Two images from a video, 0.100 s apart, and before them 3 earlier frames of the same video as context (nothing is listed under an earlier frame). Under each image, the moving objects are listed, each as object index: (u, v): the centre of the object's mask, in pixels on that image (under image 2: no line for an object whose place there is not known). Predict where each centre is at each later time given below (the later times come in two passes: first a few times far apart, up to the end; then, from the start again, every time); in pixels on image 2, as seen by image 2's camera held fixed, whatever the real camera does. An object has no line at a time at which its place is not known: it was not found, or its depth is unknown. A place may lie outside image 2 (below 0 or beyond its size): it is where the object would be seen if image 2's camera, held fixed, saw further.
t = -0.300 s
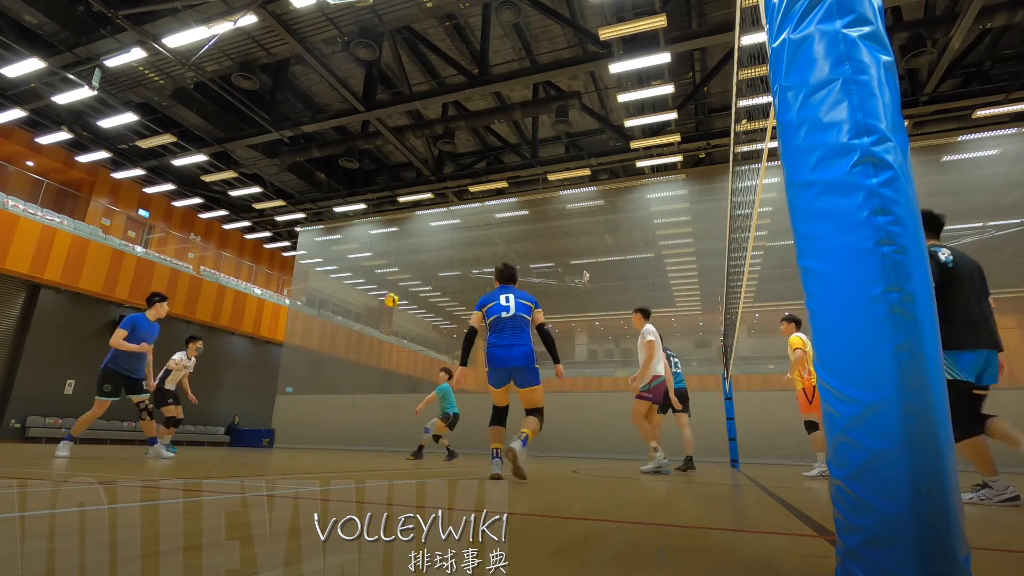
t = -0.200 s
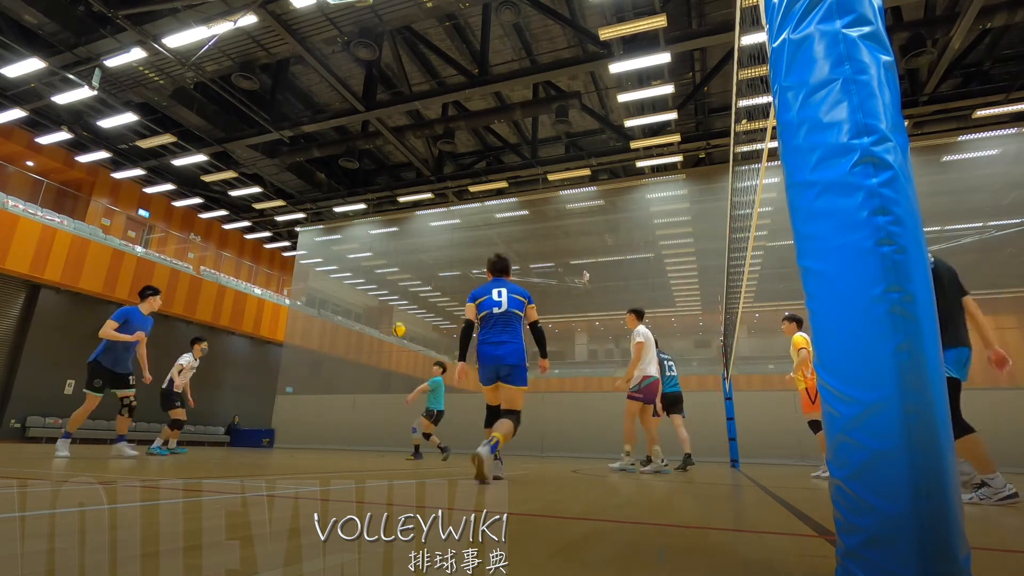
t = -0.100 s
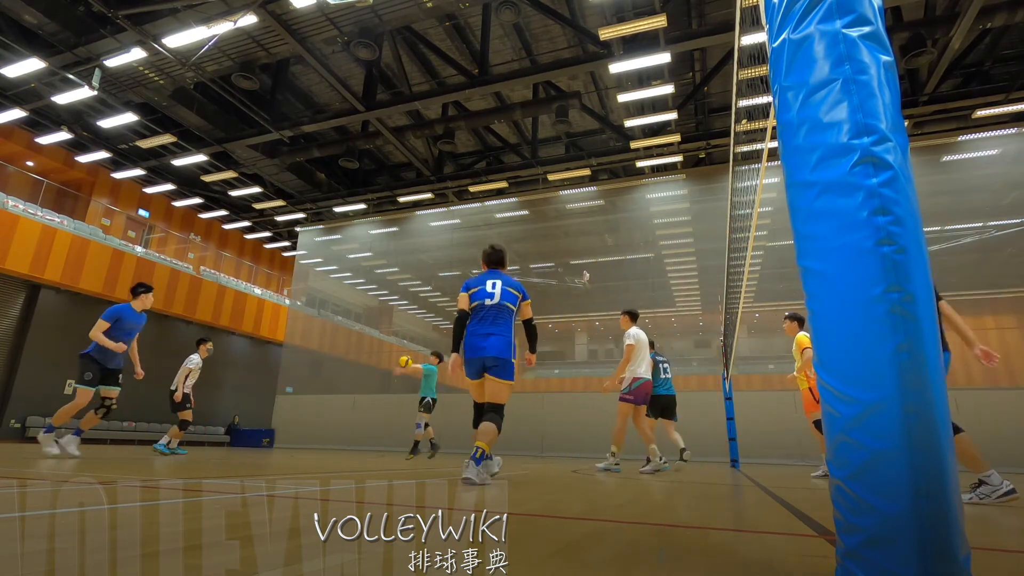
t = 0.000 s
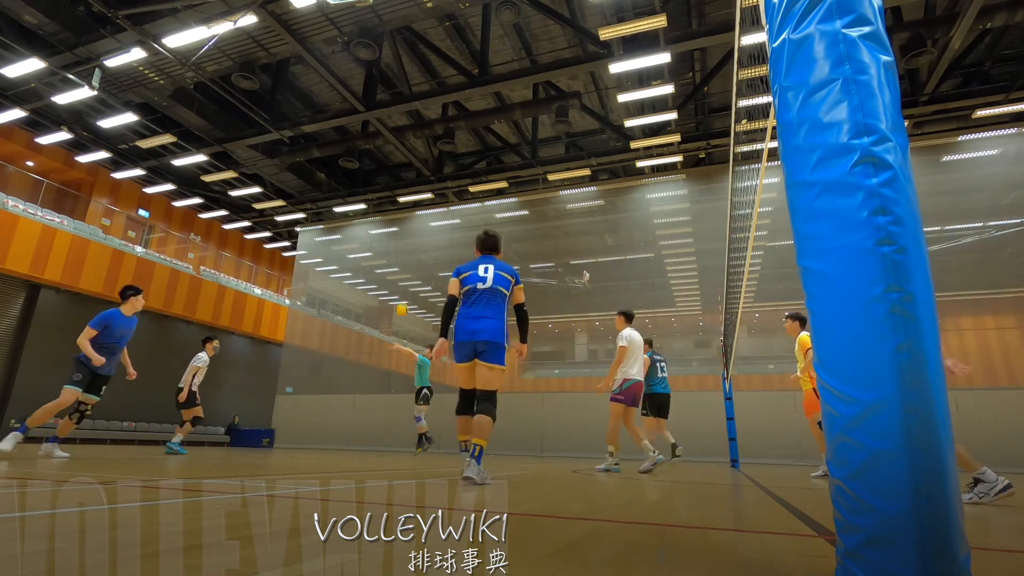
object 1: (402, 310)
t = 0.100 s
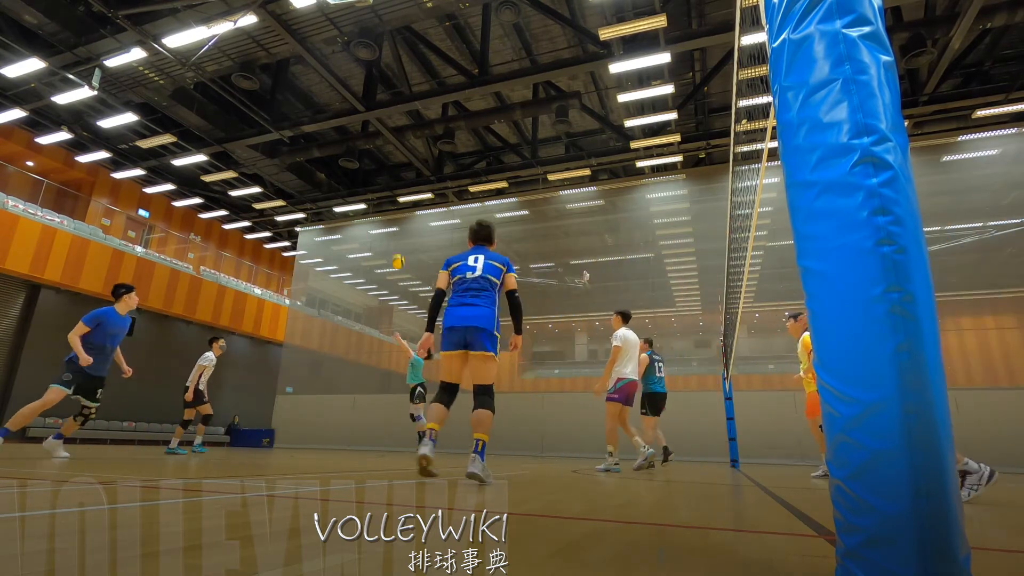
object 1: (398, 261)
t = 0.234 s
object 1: (392, 205)
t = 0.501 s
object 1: (377, 117)
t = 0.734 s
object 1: (360, 67)
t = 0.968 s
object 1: (336, 45)
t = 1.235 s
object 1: (295, 63)
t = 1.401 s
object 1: (257, 107)
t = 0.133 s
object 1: (397, 247)
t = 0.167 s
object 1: (395, 232)
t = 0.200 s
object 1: (394, 218)
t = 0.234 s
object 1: (392, 205)
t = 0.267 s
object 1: (391, 192)
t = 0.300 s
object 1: (389, 180)
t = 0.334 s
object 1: (387, 168)
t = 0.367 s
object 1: (385, 157)
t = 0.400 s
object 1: (383, 146)
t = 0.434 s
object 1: (382, 136)
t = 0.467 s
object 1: (379, 126)
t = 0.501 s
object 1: (377, 117)
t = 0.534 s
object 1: (375, 109)
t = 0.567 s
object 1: (373, 100)
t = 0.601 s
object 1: (371, 92)
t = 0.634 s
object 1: (369, 85)
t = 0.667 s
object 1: (366, 79)
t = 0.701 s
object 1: (363, 73)
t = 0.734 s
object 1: (360, 67)
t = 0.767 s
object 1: (357, 62)
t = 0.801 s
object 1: (354, 58)
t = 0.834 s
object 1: (351, 54)
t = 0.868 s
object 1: (347, 50)
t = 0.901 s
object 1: (344, 48)
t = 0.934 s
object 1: (340, 46)
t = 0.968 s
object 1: (336, 45)
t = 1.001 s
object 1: (332, 44)
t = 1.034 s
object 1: (327, 44)
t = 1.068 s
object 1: (323, 45)
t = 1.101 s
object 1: (318, 47)
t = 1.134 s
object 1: (313, 49)
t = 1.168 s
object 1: (307, 53)
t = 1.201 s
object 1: (301, 57)
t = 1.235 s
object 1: (295, 63)
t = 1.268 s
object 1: (288, 69)
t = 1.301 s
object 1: (281, 77)
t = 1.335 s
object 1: (274, 85)
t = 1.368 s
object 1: (266, 95)
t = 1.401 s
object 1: (257, 107)
